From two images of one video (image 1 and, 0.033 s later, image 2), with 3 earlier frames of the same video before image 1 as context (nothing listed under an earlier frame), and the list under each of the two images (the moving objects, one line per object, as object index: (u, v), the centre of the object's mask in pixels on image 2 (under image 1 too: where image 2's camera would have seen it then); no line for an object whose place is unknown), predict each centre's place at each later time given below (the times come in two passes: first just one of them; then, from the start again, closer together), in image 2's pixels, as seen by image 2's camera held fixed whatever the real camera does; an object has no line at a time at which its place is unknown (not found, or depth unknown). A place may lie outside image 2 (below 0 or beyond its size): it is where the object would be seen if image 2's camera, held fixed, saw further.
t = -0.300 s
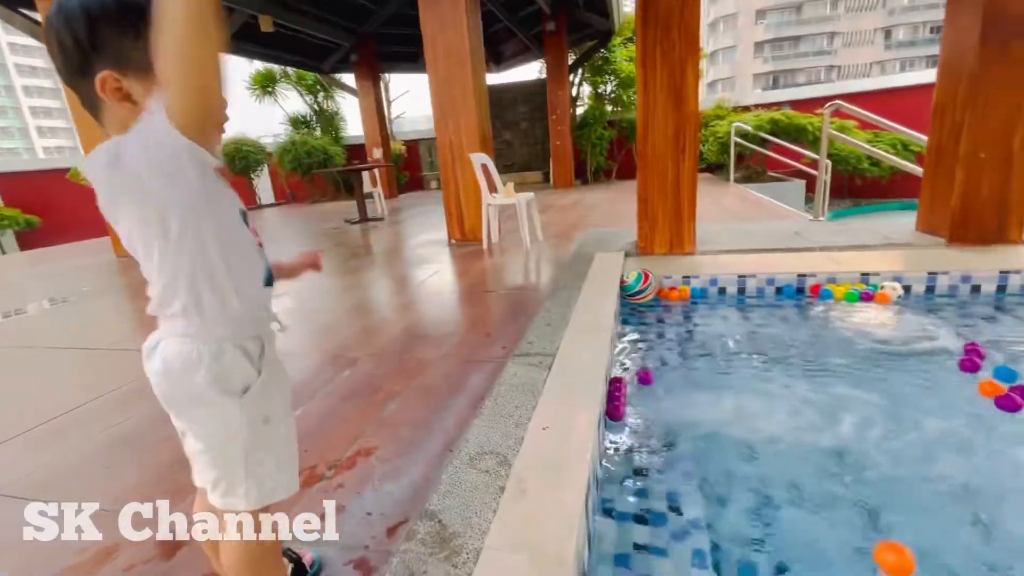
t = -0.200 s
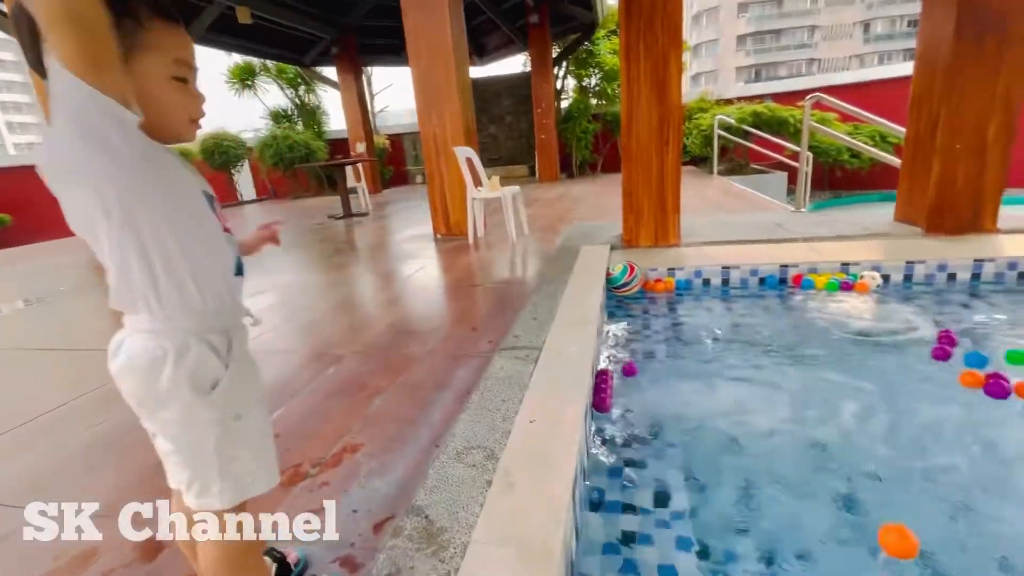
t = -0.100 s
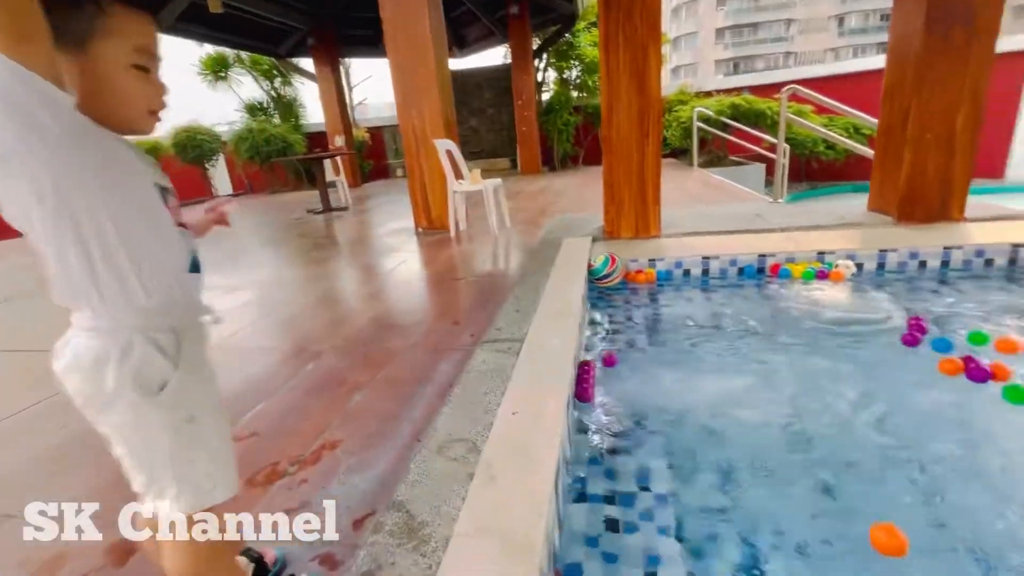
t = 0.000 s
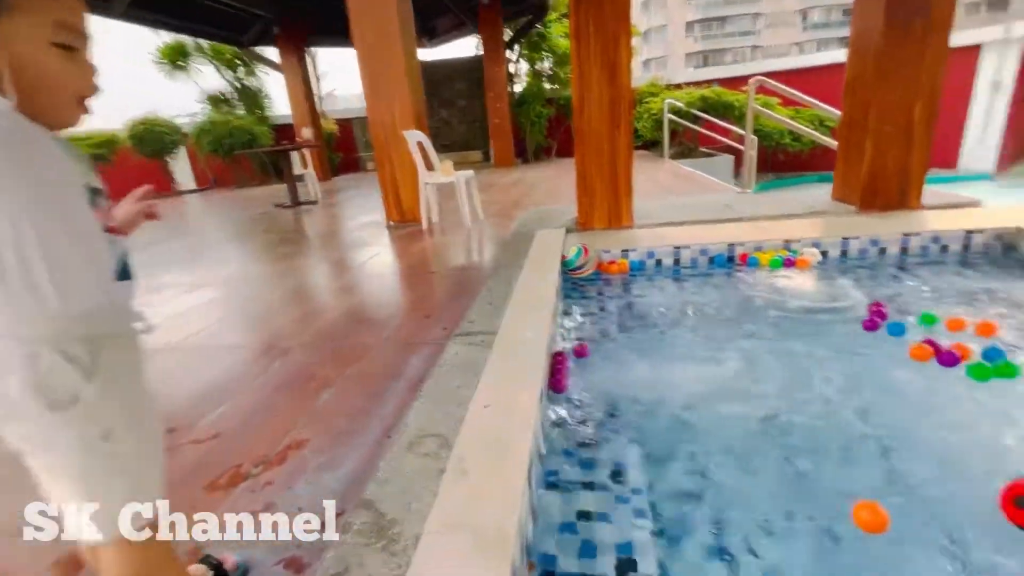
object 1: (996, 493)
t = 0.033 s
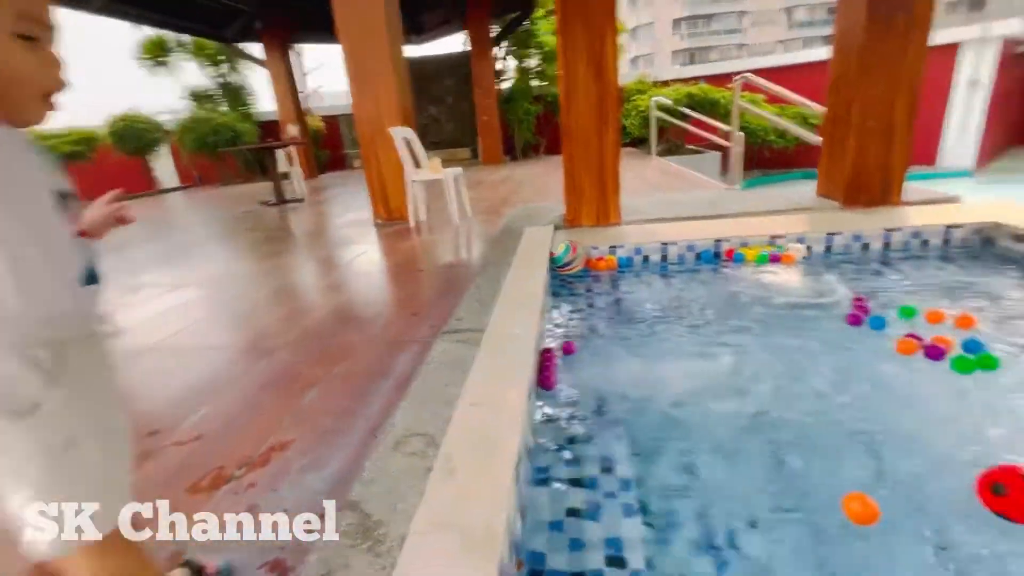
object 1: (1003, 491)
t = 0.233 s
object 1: (983, 467)
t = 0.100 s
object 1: (1004, 485)
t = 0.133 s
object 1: (998, 480)
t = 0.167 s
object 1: (993, 475)
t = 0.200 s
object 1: (988, 470)
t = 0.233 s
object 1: (983, 467)
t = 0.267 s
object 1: (978, 462)
